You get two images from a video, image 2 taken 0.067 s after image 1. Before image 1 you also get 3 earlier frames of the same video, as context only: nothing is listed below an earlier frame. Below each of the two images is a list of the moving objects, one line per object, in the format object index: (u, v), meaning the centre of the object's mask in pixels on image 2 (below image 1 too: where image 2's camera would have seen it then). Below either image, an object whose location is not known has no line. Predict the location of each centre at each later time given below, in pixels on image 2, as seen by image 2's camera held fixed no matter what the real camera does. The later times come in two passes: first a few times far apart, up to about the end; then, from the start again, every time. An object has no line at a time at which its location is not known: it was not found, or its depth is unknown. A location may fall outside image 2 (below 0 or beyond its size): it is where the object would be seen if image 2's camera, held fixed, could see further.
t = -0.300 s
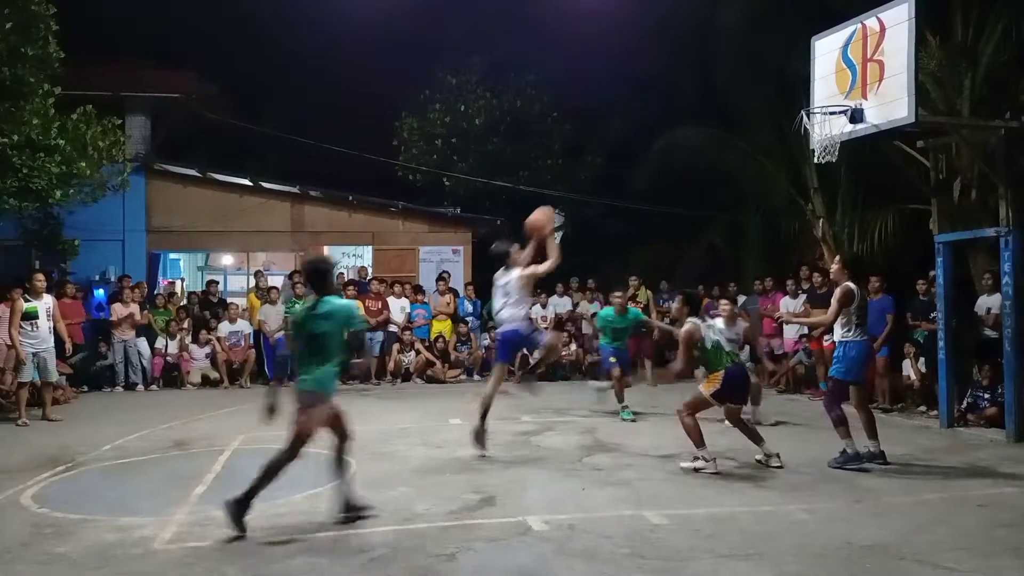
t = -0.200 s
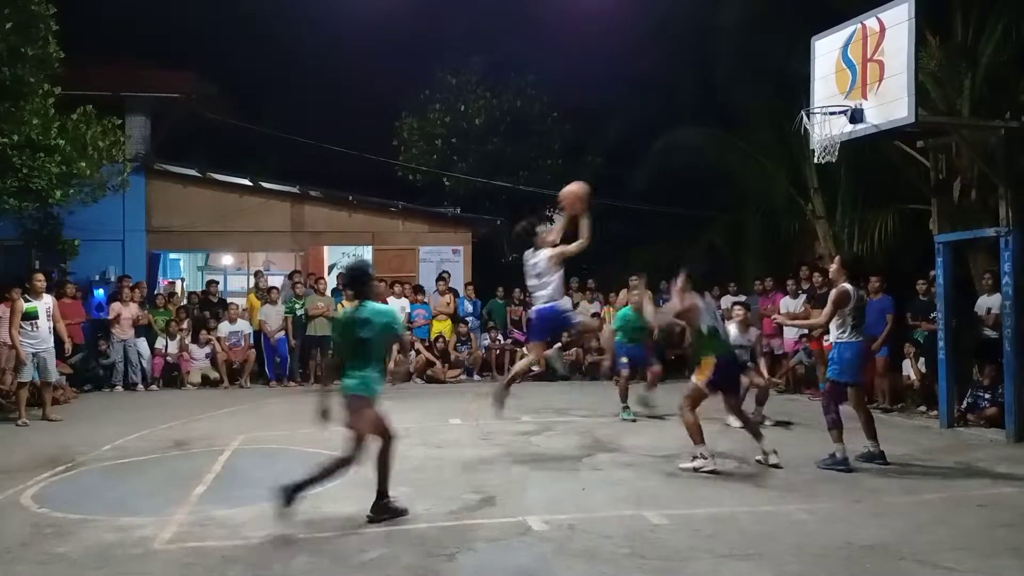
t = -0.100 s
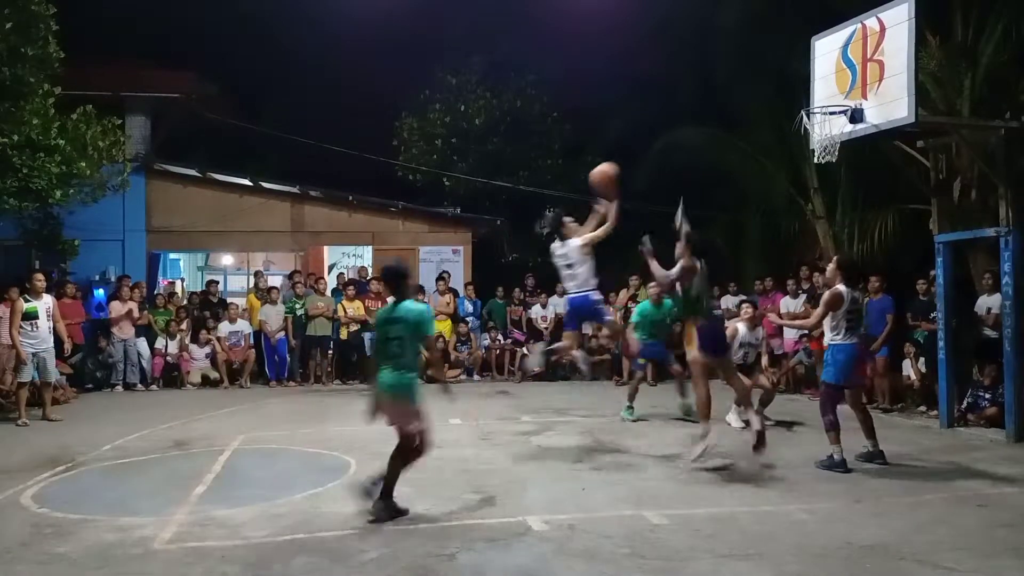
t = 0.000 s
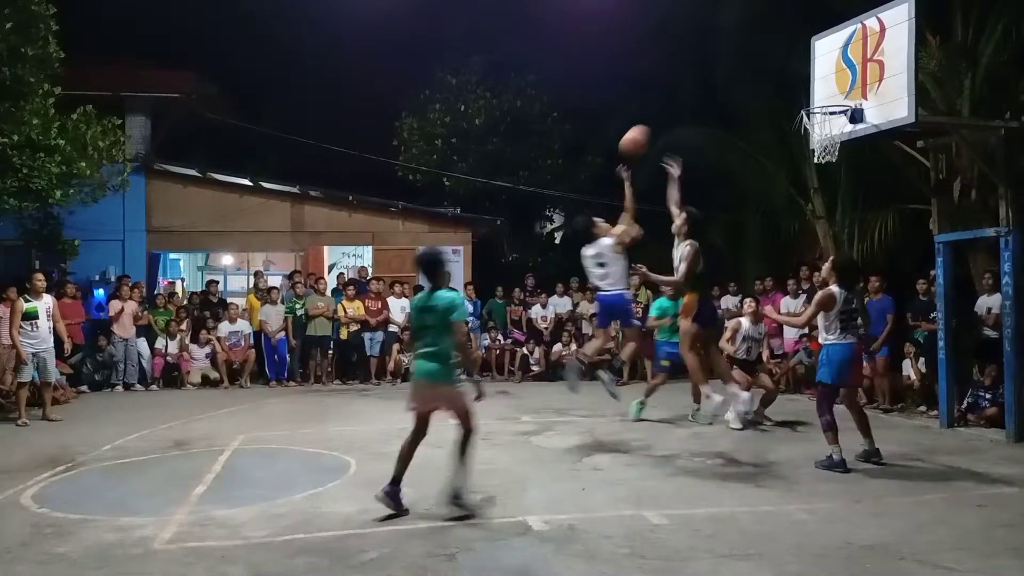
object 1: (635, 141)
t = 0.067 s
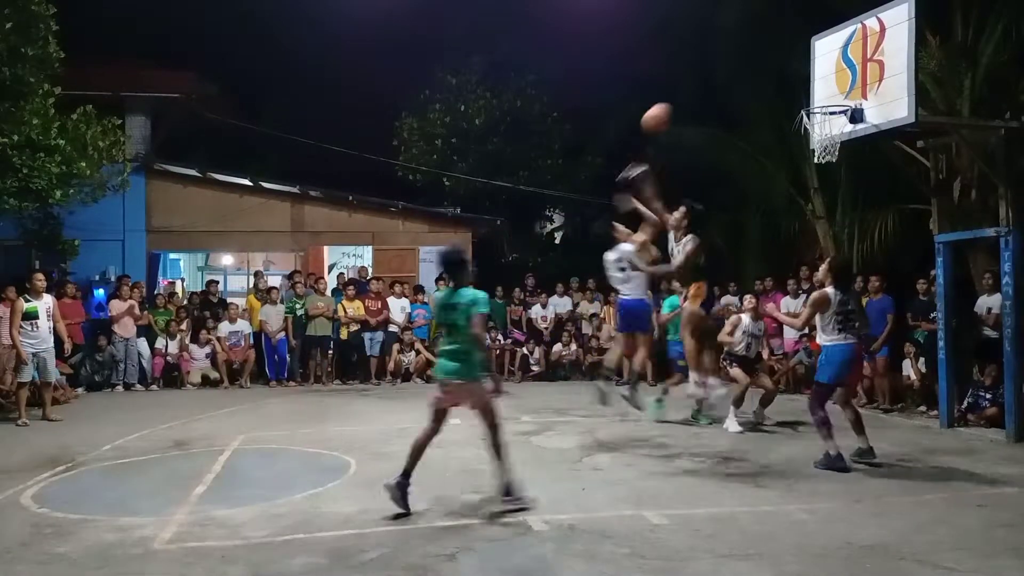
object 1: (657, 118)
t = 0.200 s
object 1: (700, 89)
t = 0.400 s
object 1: (762, 82)
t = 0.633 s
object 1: (809, 93)
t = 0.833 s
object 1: (826, 117)
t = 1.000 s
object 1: (837, 137)
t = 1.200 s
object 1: (839, 161)
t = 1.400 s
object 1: (835, 218)
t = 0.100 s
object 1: (667, 110)
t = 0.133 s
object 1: (678, 101)
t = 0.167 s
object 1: (689, 94)
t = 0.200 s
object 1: (700, 89)
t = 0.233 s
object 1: (711, 85)
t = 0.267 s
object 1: (721, 82)
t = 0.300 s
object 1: (732, 80)
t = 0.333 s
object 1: (742, 79)
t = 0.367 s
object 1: (752, 80)
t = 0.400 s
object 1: (762, 82)
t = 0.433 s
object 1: (772, 84)
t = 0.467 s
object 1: (782, 88)
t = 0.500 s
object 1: (793, 94)
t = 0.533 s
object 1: (801, 98)
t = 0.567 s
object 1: (804, 95)
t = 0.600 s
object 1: (807, 93)
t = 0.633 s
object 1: (809, 93)
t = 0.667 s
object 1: (812, 94)
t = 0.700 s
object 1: (815, 96)
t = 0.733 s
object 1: (817, 98)
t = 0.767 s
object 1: (820, 102)
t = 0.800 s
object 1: (823, 109)
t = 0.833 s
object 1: (826, 117)
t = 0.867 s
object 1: (829, 123)
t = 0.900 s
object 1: (832, 129)
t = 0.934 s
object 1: (834, 132)
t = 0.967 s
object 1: (836, 134)
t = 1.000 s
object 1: (837, 137)
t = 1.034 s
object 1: (838, 137)
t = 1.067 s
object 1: (839, 139)
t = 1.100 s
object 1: (840, 140)
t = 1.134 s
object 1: (839, 148)
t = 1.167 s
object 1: (836, 159)
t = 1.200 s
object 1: (839, 161)
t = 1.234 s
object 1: (837, 165)
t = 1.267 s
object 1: (836, 174)
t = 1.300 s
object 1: (836, 183)
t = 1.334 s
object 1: (836, 192)
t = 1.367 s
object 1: (835, 204)
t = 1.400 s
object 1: (835, 218)
